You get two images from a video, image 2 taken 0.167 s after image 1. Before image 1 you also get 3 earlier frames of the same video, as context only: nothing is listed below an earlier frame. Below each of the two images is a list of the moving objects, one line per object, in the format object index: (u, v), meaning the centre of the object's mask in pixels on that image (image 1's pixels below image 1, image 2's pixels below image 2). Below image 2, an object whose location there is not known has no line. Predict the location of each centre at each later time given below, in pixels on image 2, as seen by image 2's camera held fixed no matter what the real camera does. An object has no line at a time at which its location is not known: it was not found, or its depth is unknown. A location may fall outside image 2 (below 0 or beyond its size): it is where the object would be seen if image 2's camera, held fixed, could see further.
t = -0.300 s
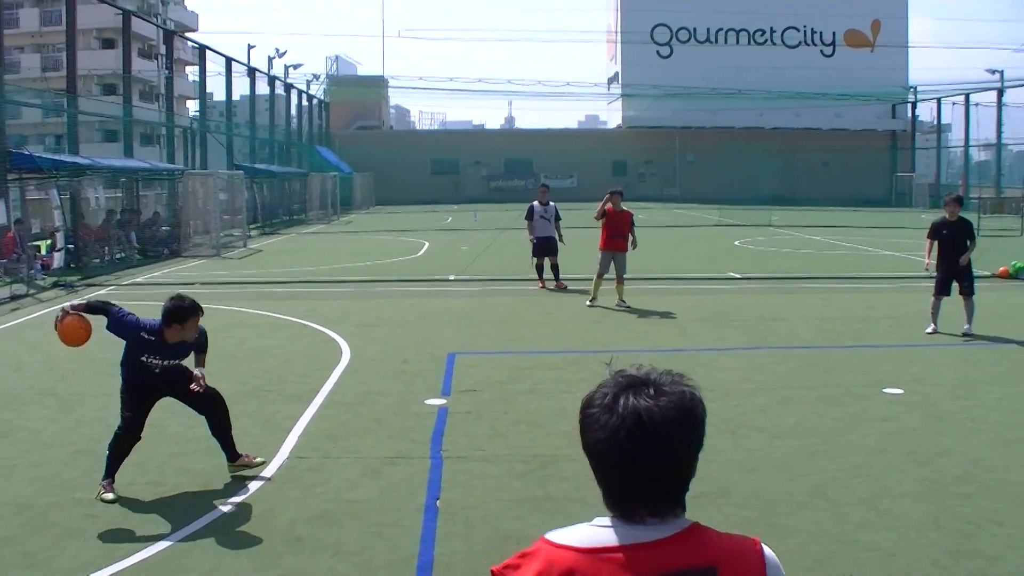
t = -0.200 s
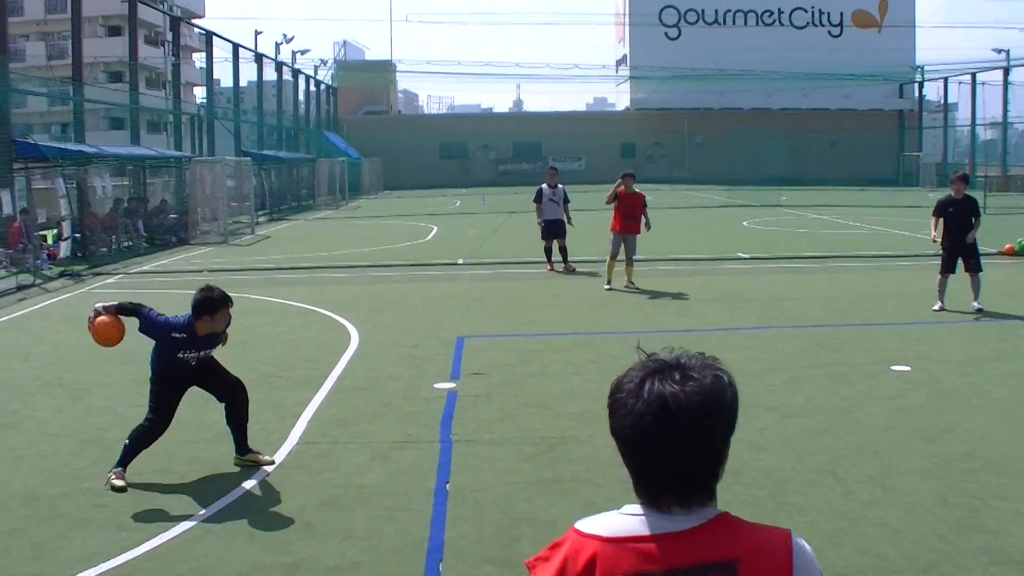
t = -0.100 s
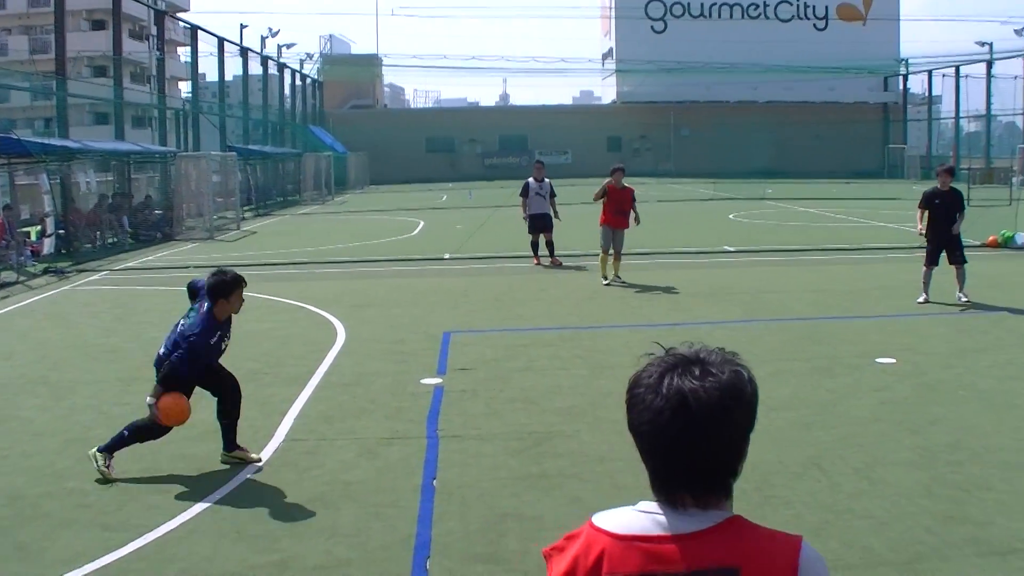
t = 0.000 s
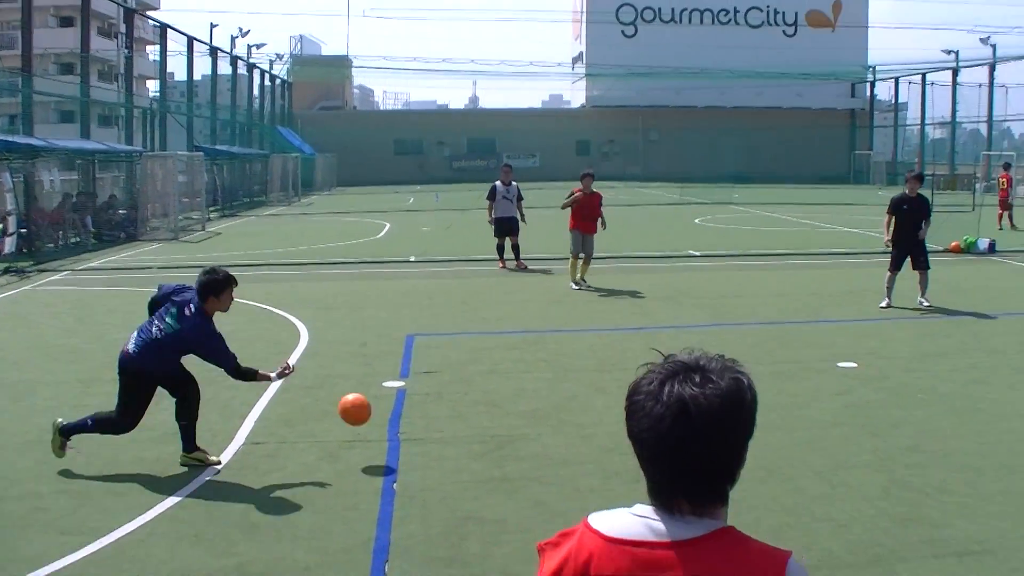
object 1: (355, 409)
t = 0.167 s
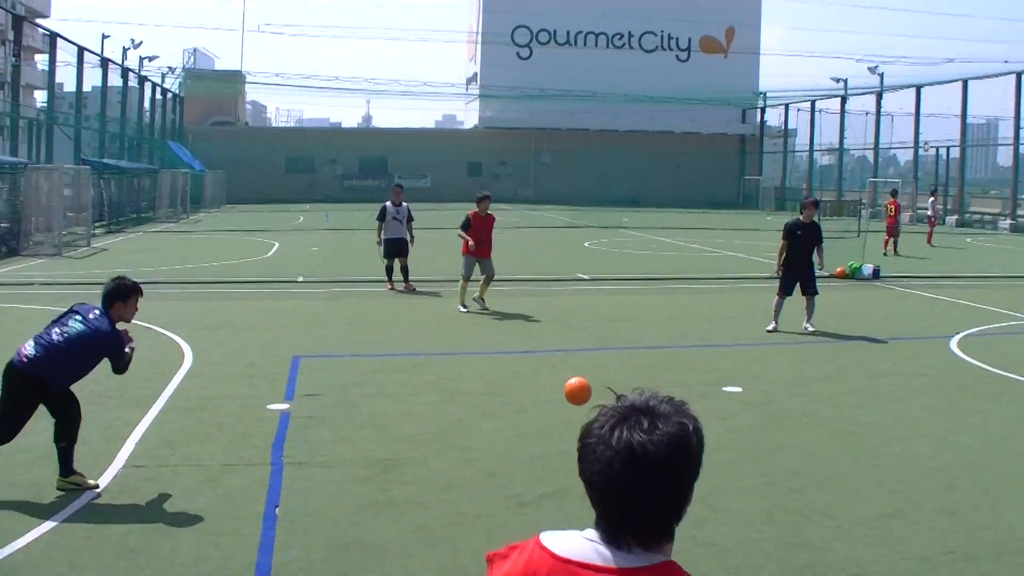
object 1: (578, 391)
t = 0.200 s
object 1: (632, 388)
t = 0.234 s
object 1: (682, 388)
